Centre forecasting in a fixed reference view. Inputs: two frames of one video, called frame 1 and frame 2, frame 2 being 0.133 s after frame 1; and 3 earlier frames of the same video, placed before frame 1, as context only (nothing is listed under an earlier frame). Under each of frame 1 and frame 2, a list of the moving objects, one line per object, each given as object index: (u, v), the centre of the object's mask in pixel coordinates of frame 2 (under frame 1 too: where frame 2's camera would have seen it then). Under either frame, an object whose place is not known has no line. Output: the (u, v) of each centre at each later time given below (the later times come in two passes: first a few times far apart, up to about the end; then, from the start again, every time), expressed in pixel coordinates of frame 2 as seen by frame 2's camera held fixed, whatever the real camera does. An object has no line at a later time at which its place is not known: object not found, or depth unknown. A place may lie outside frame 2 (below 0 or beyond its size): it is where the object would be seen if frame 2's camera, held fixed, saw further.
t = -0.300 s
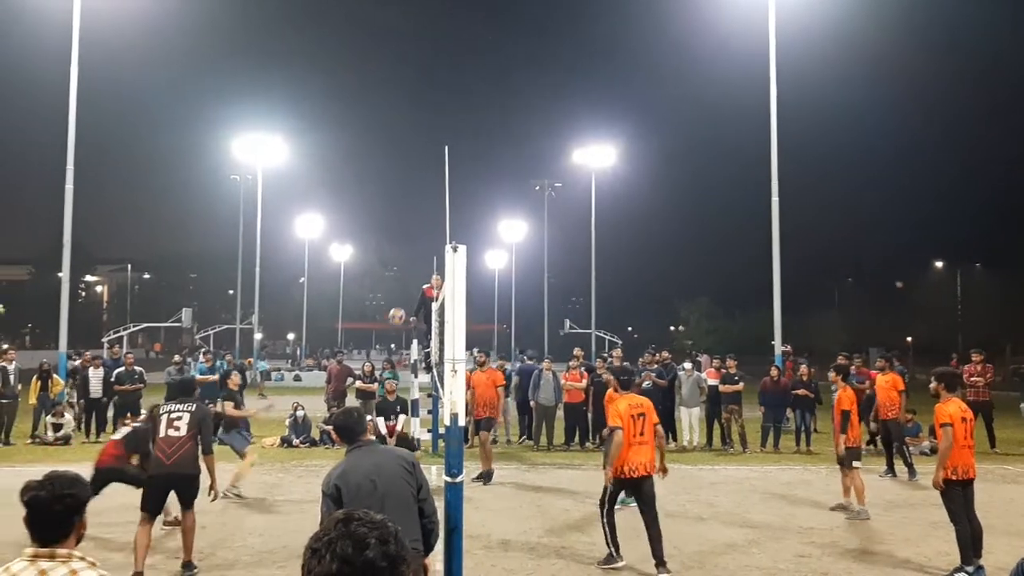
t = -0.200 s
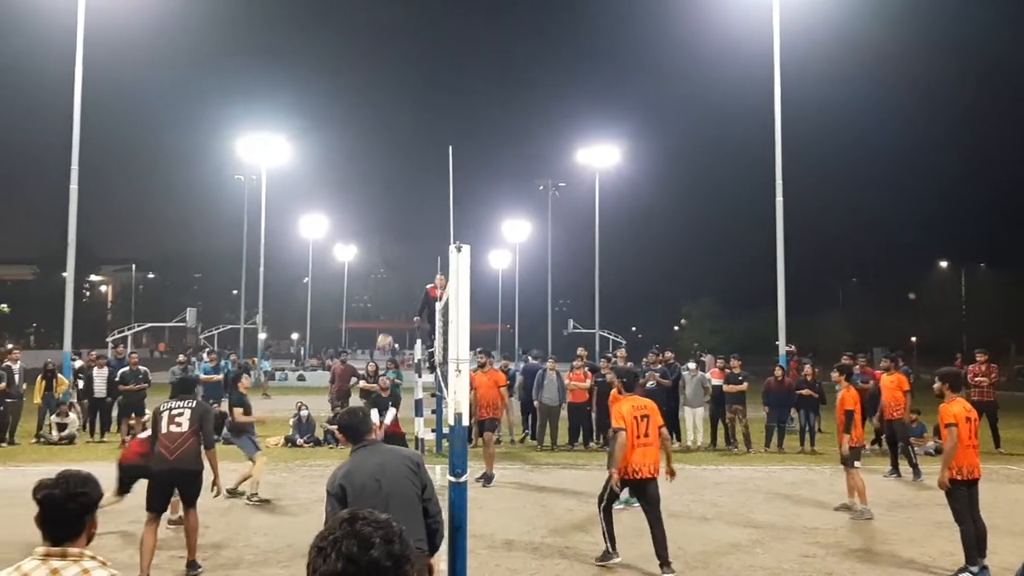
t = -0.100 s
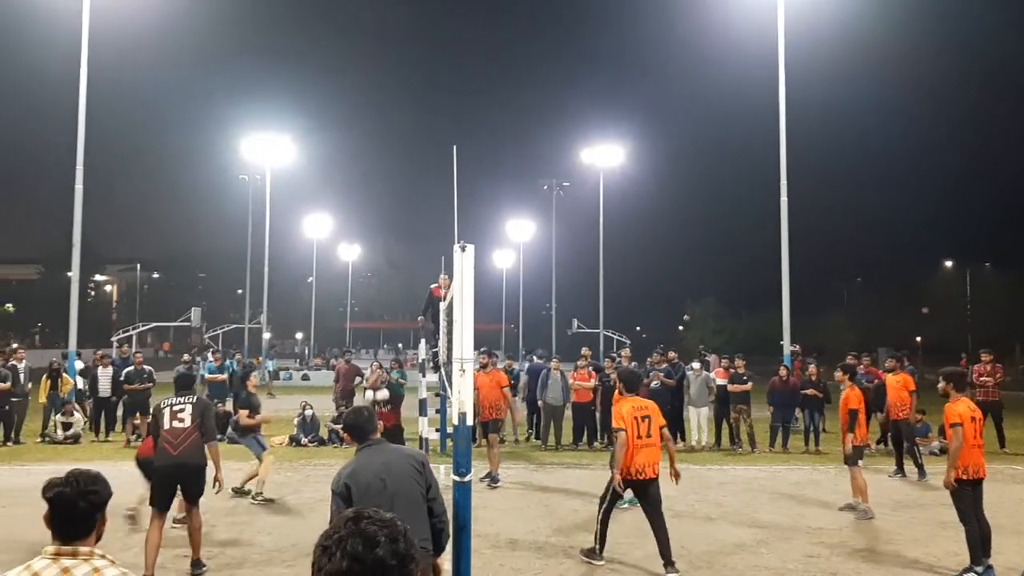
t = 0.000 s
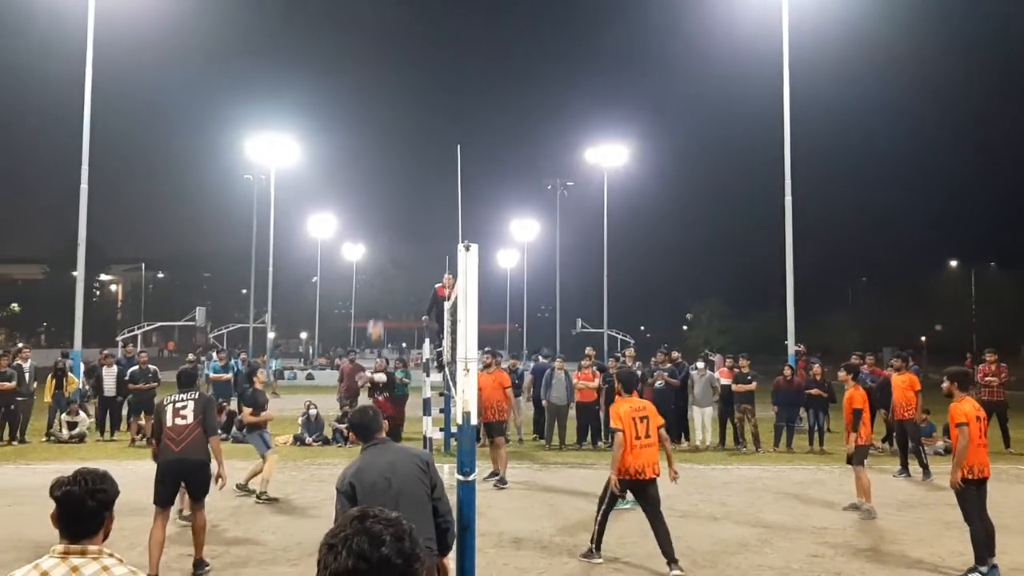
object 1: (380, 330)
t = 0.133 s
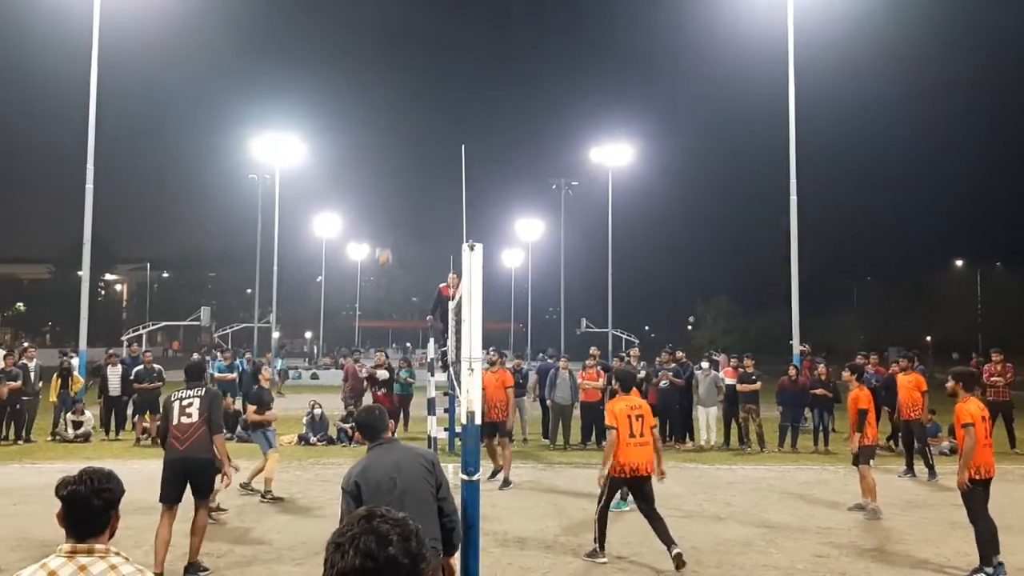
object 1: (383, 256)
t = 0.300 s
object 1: (387, 182)
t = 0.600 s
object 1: (395, 99)
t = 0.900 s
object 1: (404, 85)
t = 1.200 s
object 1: (413, 154)
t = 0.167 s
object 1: (384, 239)
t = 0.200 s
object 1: (384, 224)
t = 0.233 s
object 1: (385, 209)
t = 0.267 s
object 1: (386, 195)
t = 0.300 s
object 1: (387, 182)
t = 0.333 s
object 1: (387, 170)
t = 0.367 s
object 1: (388, 158)
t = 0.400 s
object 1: (389, 147)
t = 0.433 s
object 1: (390, 137)
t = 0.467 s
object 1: (391, 128)
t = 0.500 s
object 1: (392, 119)
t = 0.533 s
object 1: (393, 112)
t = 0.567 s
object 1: (394, 105)
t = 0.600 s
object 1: (395, 99)
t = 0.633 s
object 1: (396, 94)
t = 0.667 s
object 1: (397, 89)
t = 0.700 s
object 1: (398, 86)
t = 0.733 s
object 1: (399, 84)
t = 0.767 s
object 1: (400, 82)
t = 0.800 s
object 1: (401, 81)
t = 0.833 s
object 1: (402, 82)
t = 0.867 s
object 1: (403, 83)
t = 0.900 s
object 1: (404, 85)
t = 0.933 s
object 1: (405, 89)
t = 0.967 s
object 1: (406, 93)
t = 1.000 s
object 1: (407, 99)
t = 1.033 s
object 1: (408, 105)
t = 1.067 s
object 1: (409, 112)
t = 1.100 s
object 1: (410, 121)
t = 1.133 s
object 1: (411, 131)
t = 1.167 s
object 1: (412, 141)
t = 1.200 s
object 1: (413, 154)
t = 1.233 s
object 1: (415, 166)
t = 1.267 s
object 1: (416, 181)
